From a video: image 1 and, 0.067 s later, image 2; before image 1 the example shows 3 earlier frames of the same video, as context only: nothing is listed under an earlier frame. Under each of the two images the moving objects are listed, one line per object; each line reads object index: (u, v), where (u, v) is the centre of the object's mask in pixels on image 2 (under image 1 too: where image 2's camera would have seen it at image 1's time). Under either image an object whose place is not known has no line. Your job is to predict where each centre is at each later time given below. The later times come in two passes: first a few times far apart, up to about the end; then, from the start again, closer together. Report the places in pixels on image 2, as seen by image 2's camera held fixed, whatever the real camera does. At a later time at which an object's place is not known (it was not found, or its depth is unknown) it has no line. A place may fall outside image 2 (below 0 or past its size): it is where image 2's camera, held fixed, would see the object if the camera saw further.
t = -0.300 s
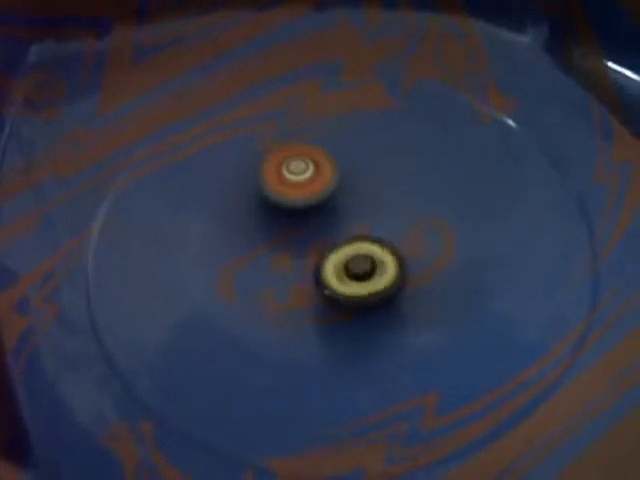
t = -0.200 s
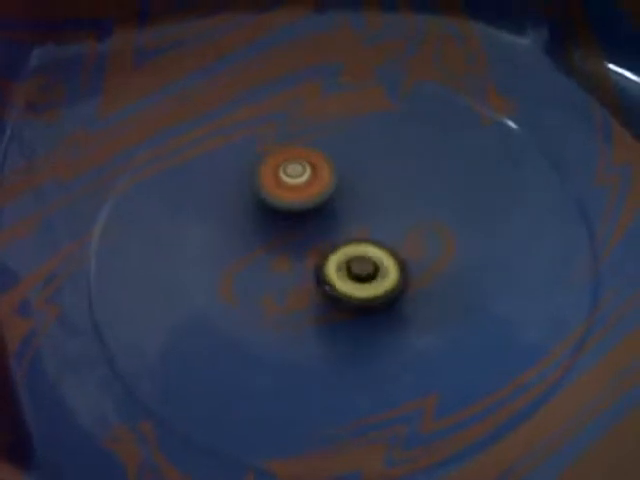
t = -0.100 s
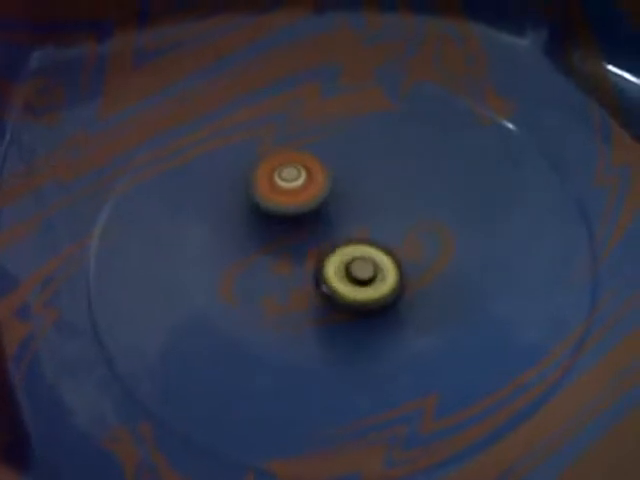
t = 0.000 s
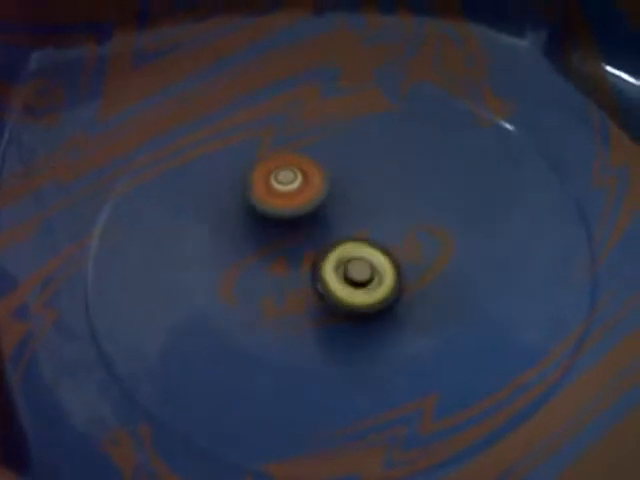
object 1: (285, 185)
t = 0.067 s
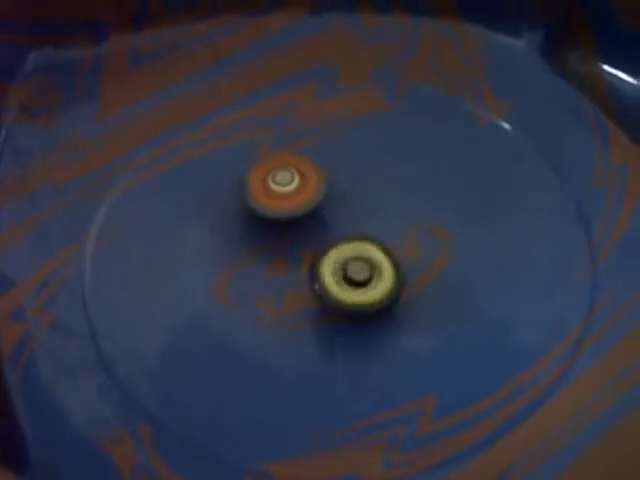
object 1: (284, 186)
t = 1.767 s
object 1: (341, 198)
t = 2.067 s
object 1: (348, 198)
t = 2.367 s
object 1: (353, 199)
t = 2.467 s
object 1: (356, 197)
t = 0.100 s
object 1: (284, 186)
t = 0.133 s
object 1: (285, 187)
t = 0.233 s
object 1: (286, 188)
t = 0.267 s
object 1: (287, 189)
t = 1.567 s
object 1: (333, 197)
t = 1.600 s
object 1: (334, 198)
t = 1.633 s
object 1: (335, 198)
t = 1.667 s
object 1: (336, 198)
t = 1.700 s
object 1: (337, 198)
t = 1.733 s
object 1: (339, 197)
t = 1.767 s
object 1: (341, 198)
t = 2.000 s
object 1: (347, 197)
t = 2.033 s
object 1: (347, 198)
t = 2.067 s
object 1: (348, 198)
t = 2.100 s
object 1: (349, 199)
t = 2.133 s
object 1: (349, 199)
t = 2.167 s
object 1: (349, 200)
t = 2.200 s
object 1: (349, 200)
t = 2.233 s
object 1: (350, 199)
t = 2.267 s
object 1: (352, 199)
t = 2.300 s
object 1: (352, 199)
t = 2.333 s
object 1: (353, 199)
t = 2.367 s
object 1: (353, 199)
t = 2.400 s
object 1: (355, 199)
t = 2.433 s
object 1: (355, 199)
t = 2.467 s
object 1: (356, 197)
